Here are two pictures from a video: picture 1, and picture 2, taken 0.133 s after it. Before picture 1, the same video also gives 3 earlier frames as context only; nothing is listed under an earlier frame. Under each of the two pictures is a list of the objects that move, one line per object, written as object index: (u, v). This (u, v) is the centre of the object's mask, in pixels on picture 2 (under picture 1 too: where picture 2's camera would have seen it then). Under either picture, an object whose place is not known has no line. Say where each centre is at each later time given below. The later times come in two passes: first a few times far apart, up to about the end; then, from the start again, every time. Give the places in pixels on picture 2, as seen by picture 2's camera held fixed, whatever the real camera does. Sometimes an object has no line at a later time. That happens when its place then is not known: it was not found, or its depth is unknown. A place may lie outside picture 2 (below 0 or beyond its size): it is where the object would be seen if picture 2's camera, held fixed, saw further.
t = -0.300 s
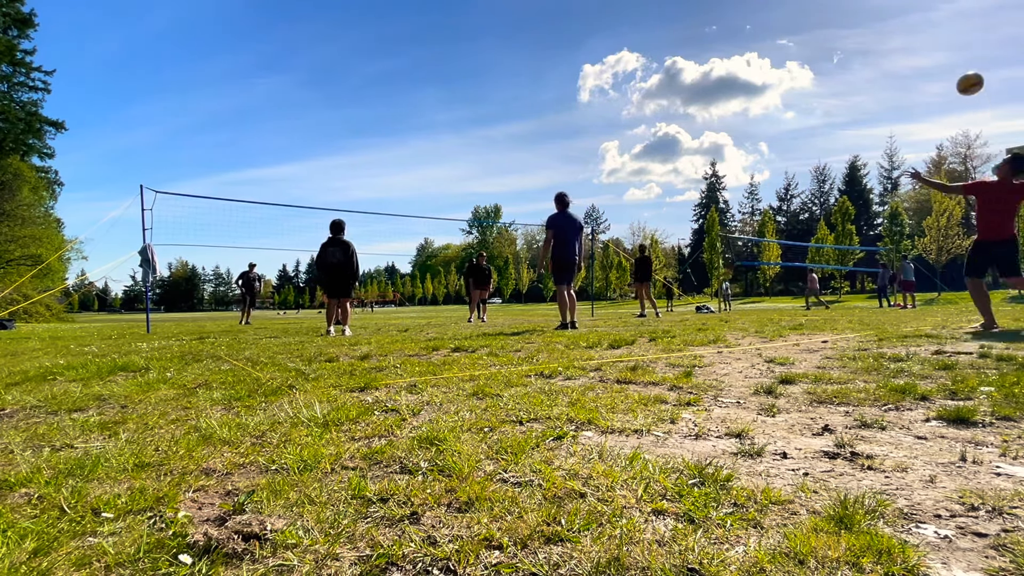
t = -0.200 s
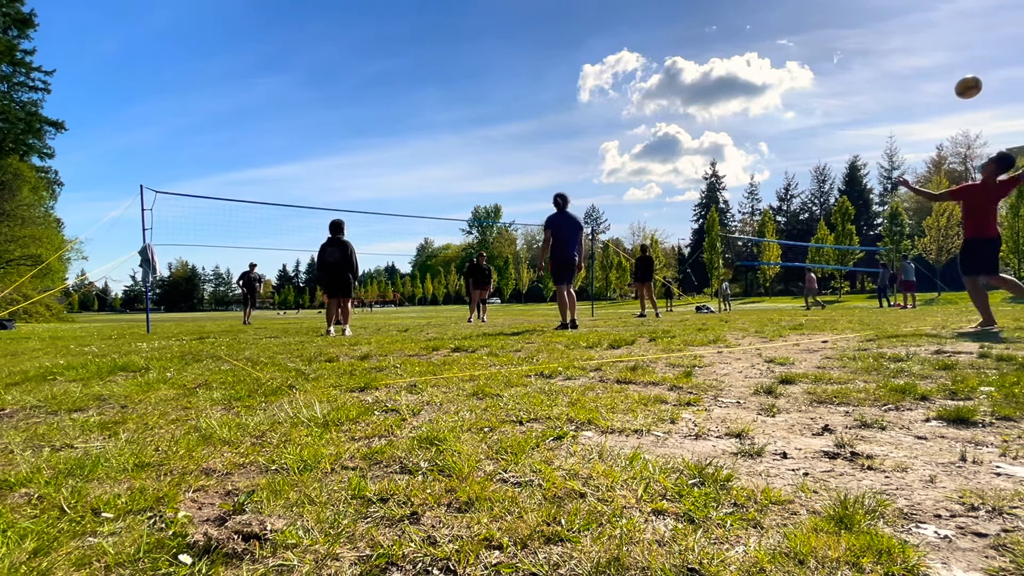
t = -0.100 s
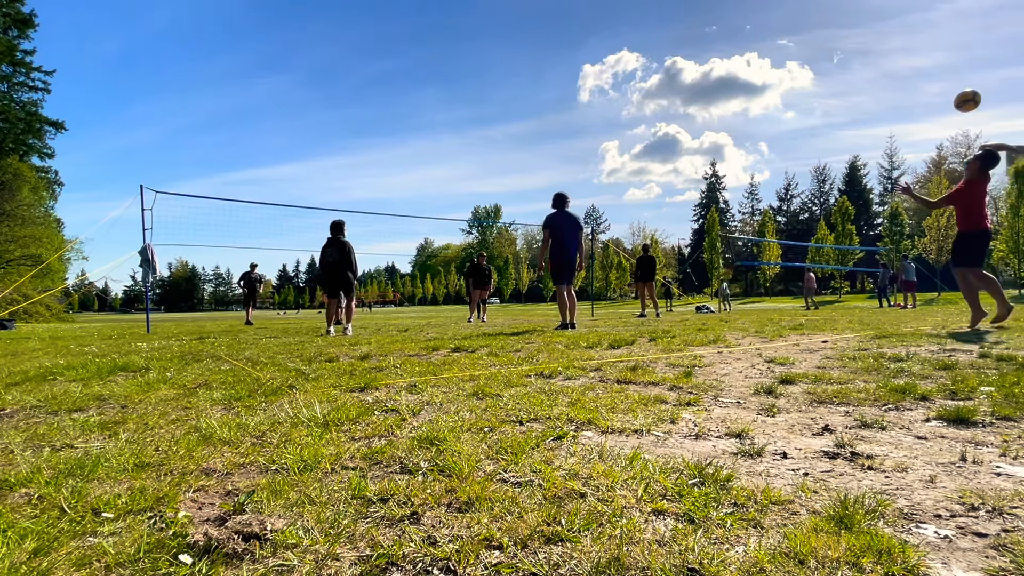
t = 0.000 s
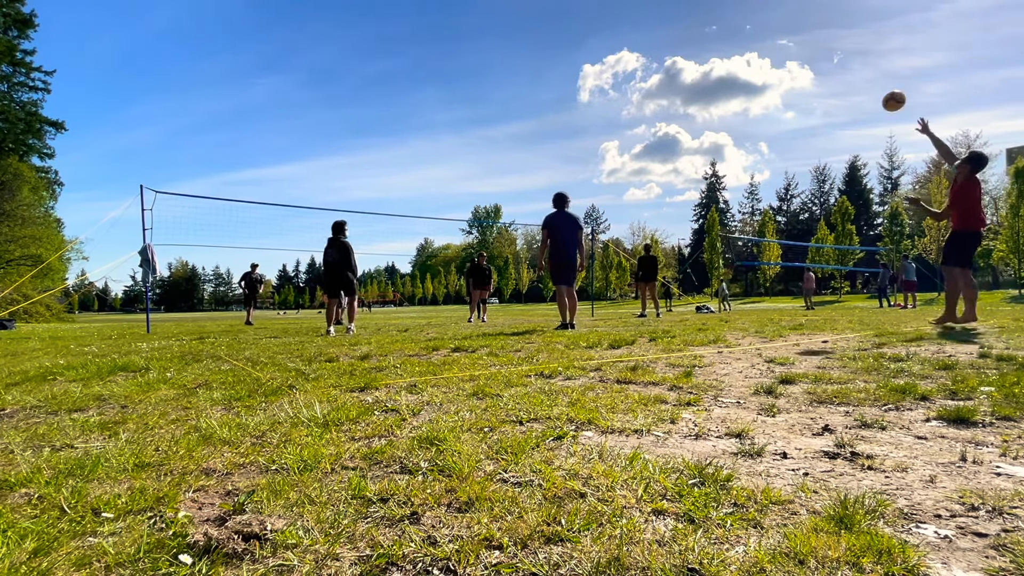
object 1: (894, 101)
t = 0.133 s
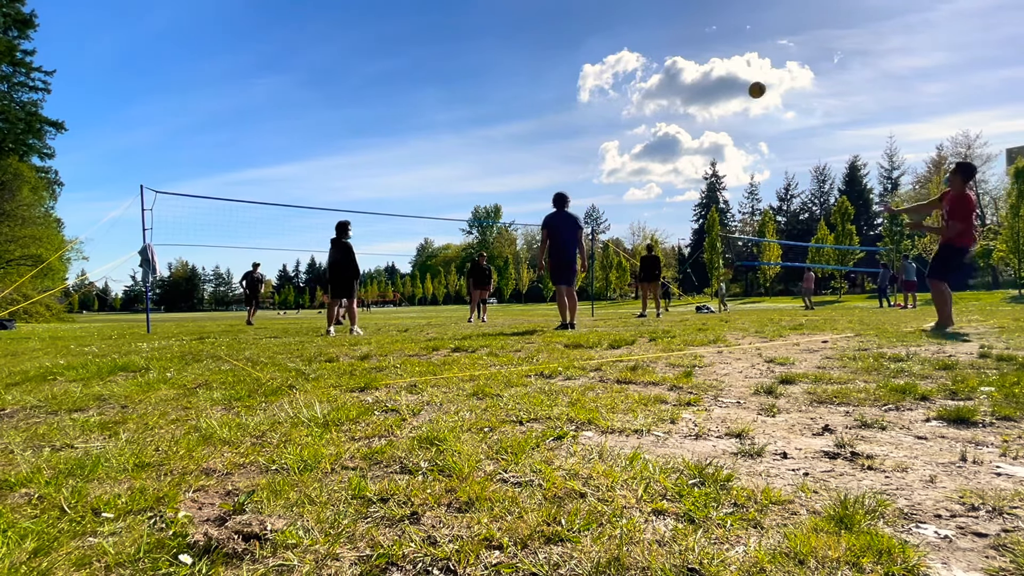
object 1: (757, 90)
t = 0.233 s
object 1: (686, 90)
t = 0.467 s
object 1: (577, 113)
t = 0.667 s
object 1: (518, 142)
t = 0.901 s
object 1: (471, 184)
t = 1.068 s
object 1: (447, 218)
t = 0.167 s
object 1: (731, 89)
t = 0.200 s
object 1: (707, 89)
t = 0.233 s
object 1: (686, 90)
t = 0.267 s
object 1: (667, 92)
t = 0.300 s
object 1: (649, 94)
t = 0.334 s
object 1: (632, 97)
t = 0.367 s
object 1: (617, 101)
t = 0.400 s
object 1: (603, 105)
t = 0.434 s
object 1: (589, 109)
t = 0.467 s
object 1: (577, 113)
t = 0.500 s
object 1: (565, 117)
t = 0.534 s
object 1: (554, 122)
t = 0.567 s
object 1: (544, 127)
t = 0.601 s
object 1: (535, 132)
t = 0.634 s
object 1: (526, 137)
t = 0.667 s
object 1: (518, 142)
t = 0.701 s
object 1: (510, 148)
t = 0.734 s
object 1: (502, 153)
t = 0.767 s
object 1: (495, 159)
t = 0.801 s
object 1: (489, 165)
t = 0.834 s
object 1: (482, 171)
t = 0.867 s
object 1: (477, 177)
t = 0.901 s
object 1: (471, 184)
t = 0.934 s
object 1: (466, 191)
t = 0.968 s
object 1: (461, 197)
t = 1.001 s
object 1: (456, 204)
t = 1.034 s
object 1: (451, 211)
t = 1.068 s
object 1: (447, 218)
